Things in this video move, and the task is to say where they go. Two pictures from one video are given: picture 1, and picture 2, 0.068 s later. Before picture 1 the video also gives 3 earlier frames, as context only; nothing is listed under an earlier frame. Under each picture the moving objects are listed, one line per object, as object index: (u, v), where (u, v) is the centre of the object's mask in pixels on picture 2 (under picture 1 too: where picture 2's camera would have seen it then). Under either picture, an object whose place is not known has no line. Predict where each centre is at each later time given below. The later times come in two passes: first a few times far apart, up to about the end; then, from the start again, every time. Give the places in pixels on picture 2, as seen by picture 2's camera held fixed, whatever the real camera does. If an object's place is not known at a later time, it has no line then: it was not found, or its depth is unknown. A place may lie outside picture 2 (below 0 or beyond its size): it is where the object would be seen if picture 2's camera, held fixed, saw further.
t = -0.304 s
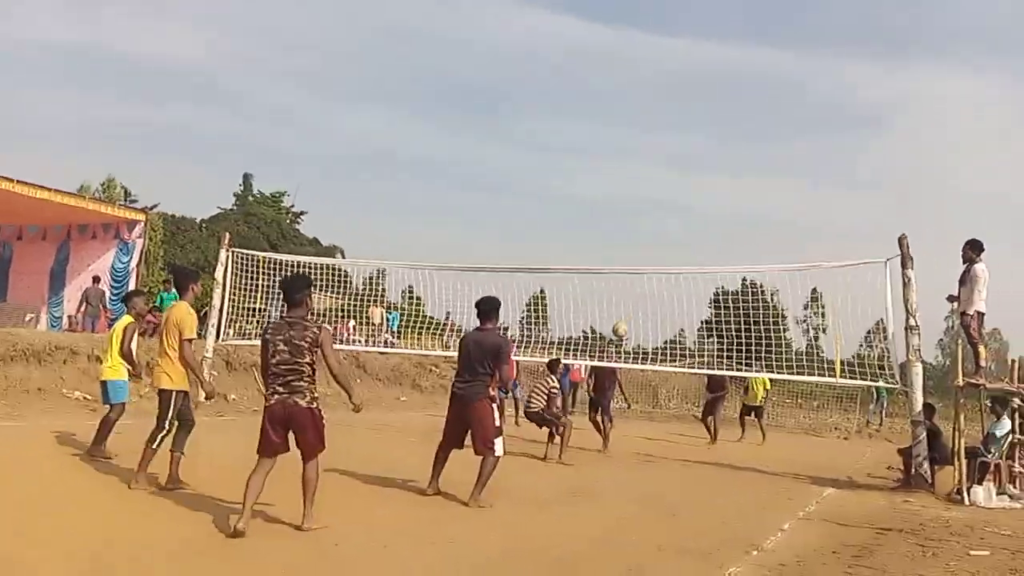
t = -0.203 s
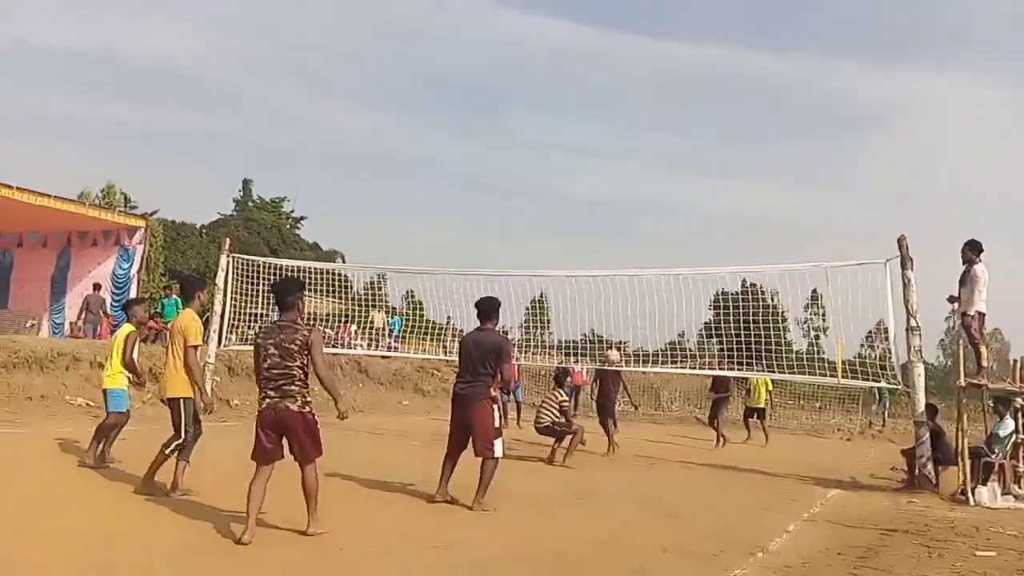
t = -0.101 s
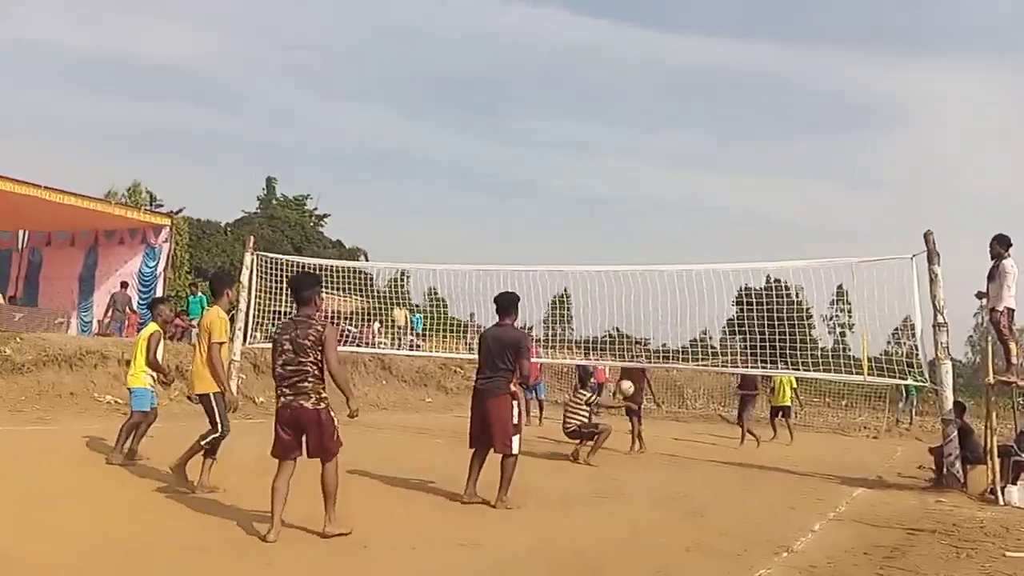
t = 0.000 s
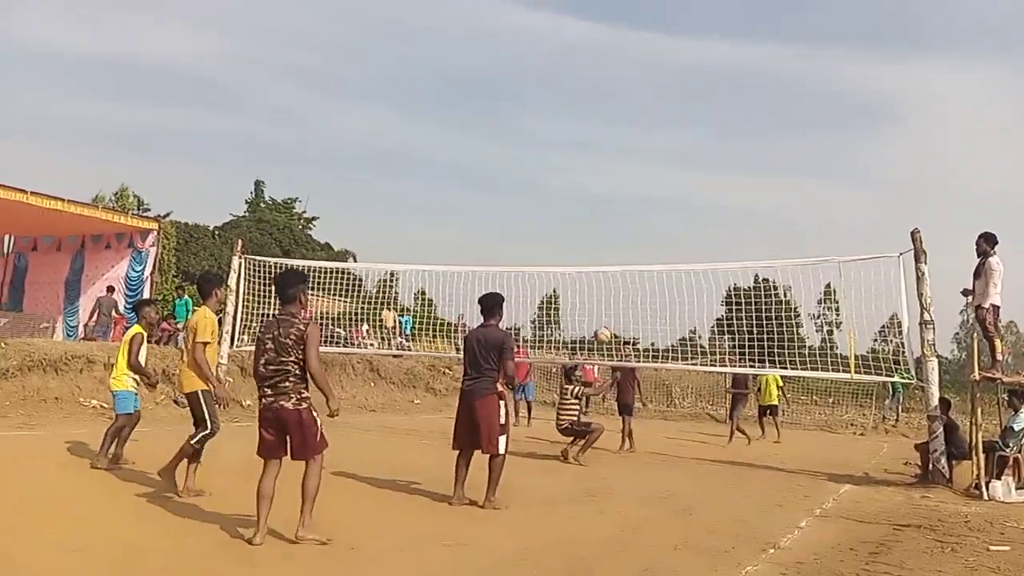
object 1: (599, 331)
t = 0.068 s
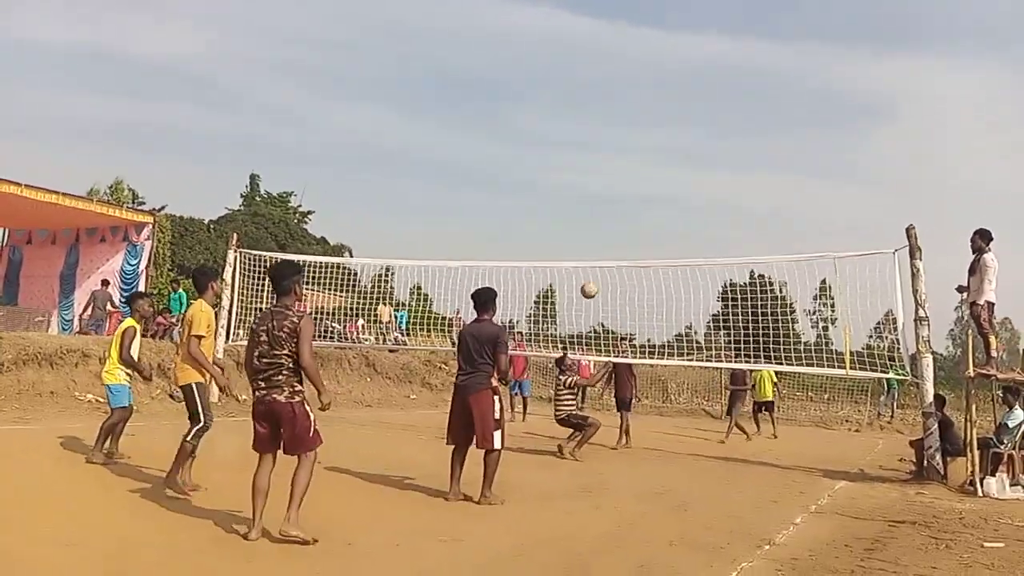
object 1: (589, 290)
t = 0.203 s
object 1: (571, 218)
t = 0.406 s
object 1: (542, 128)
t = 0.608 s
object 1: (509, 60)
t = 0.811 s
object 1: (469, 27)
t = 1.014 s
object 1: (421, 34)
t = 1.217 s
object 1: (367, 90)
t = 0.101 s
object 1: (584, 271)
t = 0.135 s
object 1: (579, 253)
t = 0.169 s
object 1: (575, 235)
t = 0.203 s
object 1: (571, 218)
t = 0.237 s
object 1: (567, 201)
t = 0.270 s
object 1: (562, 185)
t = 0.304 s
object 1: (557, 170)
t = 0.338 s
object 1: (552, 154)
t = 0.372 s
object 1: (547, 141)
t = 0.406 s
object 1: (542, 128)
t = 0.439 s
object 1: (536, 114)
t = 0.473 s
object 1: (531, 101)
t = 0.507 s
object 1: (525, 89)
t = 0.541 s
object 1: (519, 79)
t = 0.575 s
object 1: (515, 69)
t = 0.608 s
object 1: (509, 60)
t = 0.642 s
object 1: (502, 52)
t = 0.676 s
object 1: (496, 44)
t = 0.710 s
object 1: (490, 38)
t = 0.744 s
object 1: (483, 33)
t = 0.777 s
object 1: (476, 30)
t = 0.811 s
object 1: (469, 27)
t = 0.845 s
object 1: (461, 26)
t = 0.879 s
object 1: (454, 26)
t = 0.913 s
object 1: (446, 26)
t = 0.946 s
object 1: (439, 27)
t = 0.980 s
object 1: (430, 29)
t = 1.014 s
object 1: (421, 34)
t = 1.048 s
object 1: (414, 41)
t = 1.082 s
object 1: (406, 48)
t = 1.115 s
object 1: (398, 56)
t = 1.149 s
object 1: (387, 66)
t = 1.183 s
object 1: (376, 77)
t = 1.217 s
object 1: (367, 90)
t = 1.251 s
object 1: (357, 105)
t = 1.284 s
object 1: (346, 123)
